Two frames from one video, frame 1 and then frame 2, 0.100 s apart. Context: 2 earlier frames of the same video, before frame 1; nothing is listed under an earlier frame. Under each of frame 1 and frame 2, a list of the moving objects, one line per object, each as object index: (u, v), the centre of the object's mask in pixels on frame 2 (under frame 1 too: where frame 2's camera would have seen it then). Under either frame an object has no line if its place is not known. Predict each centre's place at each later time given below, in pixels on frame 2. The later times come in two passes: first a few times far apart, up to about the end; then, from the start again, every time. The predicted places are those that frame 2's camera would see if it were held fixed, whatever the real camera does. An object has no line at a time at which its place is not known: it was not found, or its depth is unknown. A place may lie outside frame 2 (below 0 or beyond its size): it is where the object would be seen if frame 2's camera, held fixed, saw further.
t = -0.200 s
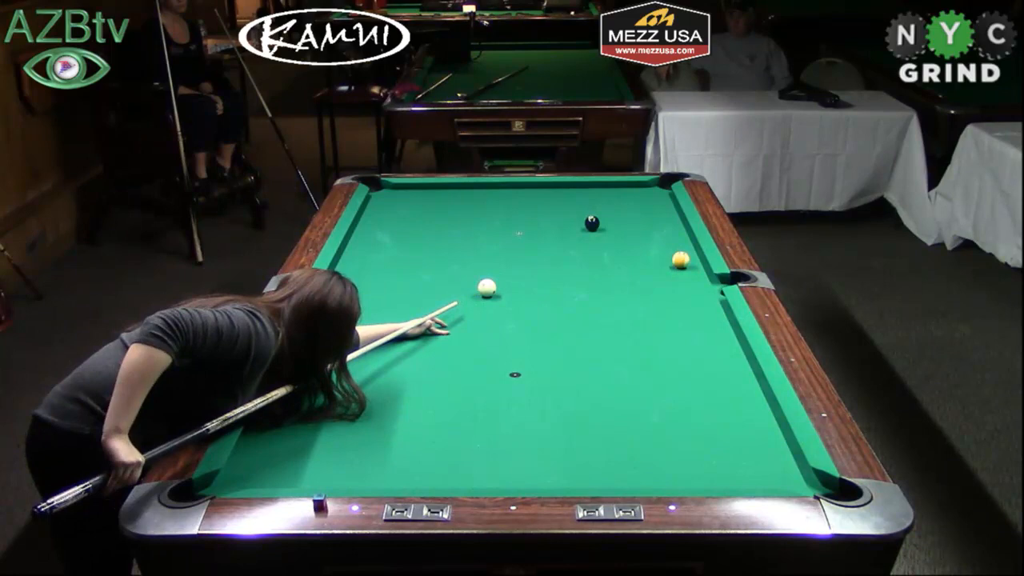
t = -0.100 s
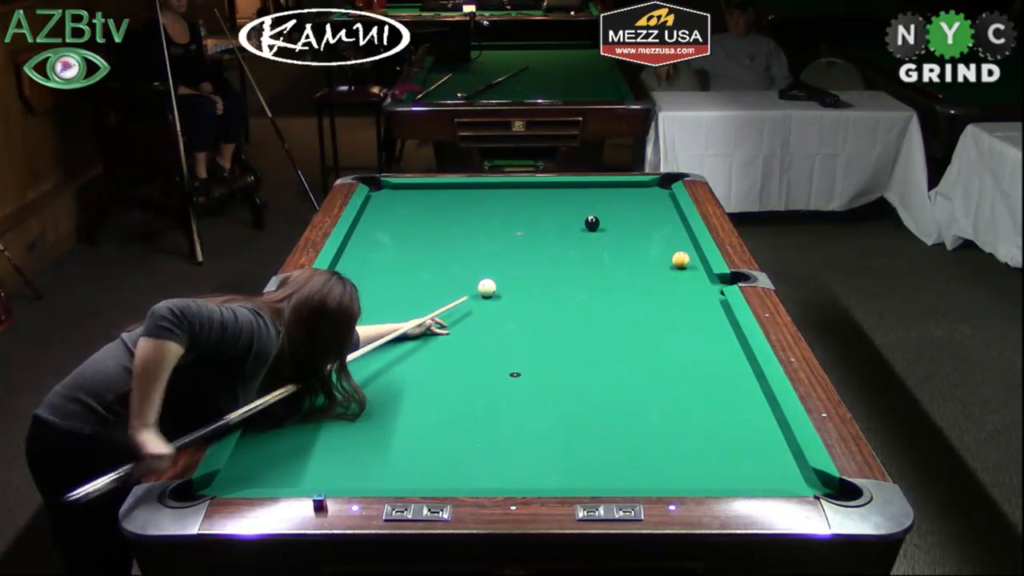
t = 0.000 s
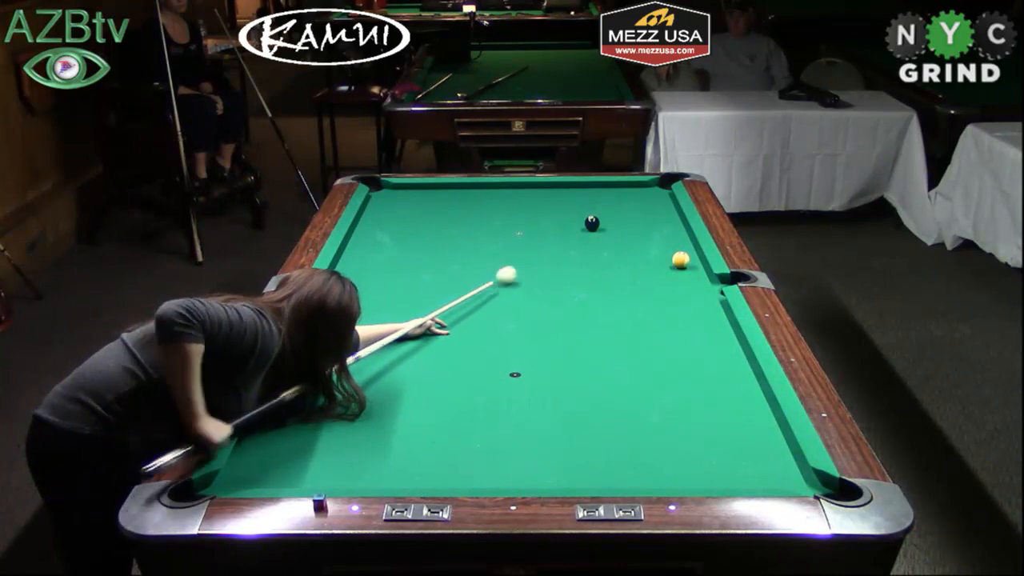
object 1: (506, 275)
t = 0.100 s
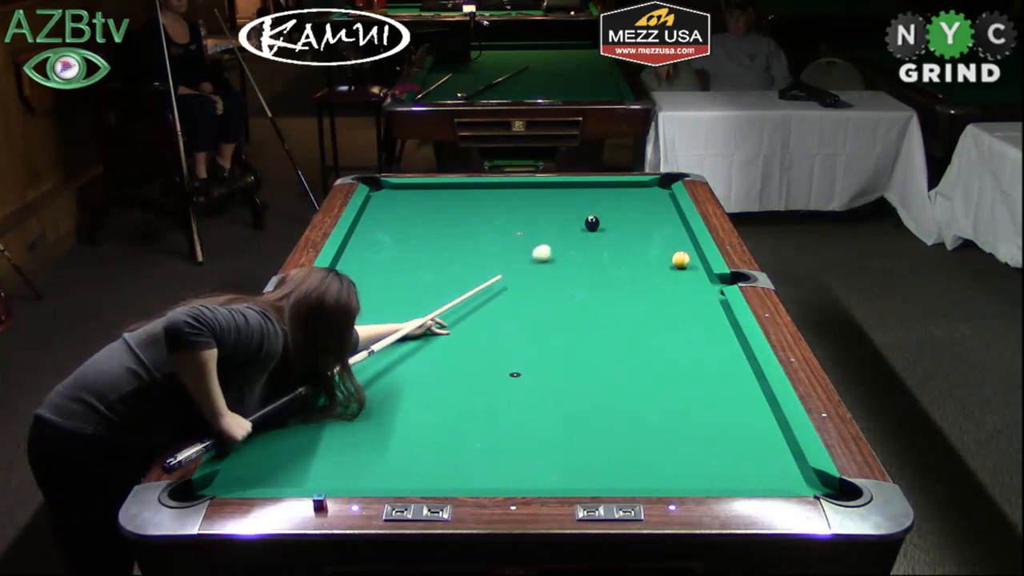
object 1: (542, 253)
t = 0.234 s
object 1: (580, 229)
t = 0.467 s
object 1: (582, 221)
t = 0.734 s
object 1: (589, 209)
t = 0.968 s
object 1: (596, 200)
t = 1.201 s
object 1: (601, 192)
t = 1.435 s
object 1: (607, 184)
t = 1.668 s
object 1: (612, 188)
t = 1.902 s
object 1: (617, 192)
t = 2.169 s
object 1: (622, 196)
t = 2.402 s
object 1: (626, 200)
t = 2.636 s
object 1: (630, 203)
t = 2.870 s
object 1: (633, 207)
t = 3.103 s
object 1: (636, 210)
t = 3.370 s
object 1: (639, 213)
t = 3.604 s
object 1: (642, 215)
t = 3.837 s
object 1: (644, 218)
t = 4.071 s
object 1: (646, 220)
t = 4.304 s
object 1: (648, 222)
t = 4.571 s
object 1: (650, 224)
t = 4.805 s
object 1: (650, 225)
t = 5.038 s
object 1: (652, 226)
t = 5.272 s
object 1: (653, 227)
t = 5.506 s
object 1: (653, 228)
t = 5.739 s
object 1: (653, 228)
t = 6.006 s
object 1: (653, 228)
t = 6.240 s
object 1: (653, 228)
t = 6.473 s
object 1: (653, 228)
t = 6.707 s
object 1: (653, 228)
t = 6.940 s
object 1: (653, 228)
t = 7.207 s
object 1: (653, 228)
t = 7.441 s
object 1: (653, 228)
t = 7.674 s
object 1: (653, 228)
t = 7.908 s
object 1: (653, 228)
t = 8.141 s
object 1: (653, 228)
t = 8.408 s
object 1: (653, 228)
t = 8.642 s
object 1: (653, 228)
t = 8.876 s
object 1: (653, 228)
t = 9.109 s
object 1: (653, 228)
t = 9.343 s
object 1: (653, 228)
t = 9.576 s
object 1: (653, 228)
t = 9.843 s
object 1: (653, 228)
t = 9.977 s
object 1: (653, 228)
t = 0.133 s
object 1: (552, 247)
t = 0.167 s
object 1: (562, 241)
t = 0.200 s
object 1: (571, 235)
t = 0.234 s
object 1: (580, 229)
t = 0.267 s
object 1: (584, 227)
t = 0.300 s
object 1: (582, 226)
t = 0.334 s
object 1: (581, 226)
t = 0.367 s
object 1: (581, 225)
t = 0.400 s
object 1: (581, 224)
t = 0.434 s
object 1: (581, 223)
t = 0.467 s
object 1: (582, 221)
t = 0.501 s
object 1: (582, 220)
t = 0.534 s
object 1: (583, 218)
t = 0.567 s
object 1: (584, 217)
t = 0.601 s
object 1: (586, 215)
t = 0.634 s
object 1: (586, 214)
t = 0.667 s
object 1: (587, 212)
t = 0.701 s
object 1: (588, 211)
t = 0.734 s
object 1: (589, 209)
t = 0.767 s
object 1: (590, 208)
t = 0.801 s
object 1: (591, 207)
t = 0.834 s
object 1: (592, 205)
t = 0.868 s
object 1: (593, 204)
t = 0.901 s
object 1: (594, 203)
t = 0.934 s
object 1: (595, 201)
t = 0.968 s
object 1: (596, 200)
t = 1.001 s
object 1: (597, 199)
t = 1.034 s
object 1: (597, 198)
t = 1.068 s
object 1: (598, 196)
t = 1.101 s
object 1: (599, 195)
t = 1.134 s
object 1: (600, 194)
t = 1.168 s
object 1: (601, 193)
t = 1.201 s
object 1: (601, 192)
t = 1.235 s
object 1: (602, 190)
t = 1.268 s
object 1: (603, 189)
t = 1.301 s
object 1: (604, 188)
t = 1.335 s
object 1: (604, 187)
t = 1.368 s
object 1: (605, 186)
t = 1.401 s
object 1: (606, 184)
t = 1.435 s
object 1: (607, 184)
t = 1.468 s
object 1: (608, 185)
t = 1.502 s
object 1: (608, 185)
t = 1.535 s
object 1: (609, 186)
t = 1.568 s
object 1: (610, 187)
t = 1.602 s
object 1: (610, 187)
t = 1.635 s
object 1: (611, 188)
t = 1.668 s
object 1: (612, 188)
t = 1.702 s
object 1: (613, 189)
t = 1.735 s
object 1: (613, 189)
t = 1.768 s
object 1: (614, 190)
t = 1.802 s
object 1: (615, 190)
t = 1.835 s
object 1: (615, 191)
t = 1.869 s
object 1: (616, 191)
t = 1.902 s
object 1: (617, 192)
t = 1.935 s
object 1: (618, 193)
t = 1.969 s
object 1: (618, 193)
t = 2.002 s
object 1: (619, 194)
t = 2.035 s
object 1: (619, 194)
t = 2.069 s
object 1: (620, 195)
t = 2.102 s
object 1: (621, 195)
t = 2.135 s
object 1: (621, 196)
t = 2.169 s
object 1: (622, 196)
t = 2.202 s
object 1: (623, 197)
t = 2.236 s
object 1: (623, 197)
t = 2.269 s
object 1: (624, 198)
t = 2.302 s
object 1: (625, 199)
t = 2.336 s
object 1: (625, 199)
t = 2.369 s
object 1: (626, 199)
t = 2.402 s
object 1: (626, 200)
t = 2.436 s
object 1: (627, 200)
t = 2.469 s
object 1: (628, 201)
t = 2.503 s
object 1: (628, 202)
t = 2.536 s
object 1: (629, 202)
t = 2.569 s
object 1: (629, 202)
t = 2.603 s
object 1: (630, 203)
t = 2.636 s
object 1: (630, 203)
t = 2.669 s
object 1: (631, 204)
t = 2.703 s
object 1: (631, 204)
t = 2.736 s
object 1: (632, 205)
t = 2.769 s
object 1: (632, 205)
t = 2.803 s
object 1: (632, 206)
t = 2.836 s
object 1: (633, 206)
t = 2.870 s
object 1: (633, 207)
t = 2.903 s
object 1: (634, 207)
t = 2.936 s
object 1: (634, 208)
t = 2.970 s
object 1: (635, 208)
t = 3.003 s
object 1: (635, 208)
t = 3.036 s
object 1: (636, 209)
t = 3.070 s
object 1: (636, 209)
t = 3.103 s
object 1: (636, 210)
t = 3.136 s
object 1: (637, 210)
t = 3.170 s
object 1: (637, 211)
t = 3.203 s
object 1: (637, 211)
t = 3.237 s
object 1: (638, 212)
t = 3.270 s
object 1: (638, 212)
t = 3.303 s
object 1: (638, 212)
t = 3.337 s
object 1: (639, 213)
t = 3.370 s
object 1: (639, 213)
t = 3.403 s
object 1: (640, 213)
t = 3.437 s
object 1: (640, 214)
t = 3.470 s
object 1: (640, 214)
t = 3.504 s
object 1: (641, 214)
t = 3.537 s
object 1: (641, 215)
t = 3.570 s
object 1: (642, 215)
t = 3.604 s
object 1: (642, 215)
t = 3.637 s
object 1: (642, 216)
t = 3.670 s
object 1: (643, 216)
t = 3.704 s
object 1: (643, 216)
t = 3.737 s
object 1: (643, 217)
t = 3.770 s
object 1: (644, 217)
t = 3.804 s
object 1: (644, 217)
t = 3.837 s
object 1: (644, 218)
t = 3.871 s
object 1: (645, 218)
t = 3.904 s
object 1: (645, 218)
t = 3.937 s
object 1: (645, 219)
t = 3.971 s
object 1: (646, 219)
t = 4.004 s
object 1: (646, 219)
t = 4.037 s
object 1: (646, 220)
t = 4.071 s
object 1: (646, 220)
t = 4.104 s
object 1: (647, 220)
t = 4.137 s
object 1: (647, 221)
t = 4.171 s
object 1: (647, 221)
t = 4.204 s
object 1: (648, 221)
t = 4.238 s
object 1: (648, 221)
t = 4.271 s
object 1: (648, 222)
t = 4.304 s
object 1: (648, 222)
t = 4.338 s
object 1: (648, 222)
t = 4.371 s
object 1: (649, 222)
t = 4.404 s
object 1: (649, 223)
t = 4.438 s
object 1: (649, 223)
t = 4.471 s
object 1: (649, 223)
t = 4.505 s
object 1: (649, 223)
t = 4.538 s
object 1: (649, 224)
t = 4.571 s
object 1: (650, 224)
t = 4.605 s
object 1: (650, 224)
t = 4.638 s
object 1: (650, 224)
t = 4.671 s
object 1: (650, 224)
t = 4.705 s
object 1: (650, 225)
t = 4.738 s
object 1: (650, 225)
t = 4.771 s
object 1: (650, 225)
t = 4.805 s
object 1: (650, 225)
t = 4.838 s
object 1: (651, 225)
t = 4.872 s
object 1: (651, 226)
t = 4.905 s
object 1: (651, 226)
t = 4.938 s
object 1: (651, 226)
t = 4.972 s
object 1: (651, 226)
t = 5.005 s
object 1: (652, 226)
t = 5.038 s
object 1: (652, 226)
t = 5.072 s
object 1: (652, 226)
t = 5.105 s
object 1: (652, 227)
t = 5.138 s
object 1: (652, 227)
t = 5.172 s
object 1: (652, 227)
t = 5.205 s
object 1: (653, 227)
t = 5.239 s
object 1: (653, 227)
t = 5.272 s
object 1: (653, 227)
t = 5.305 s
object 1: (653, 227)
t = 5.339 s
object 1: (653, 227)
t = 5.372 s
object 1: (653, 227)
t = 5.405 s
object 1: (653, 228)
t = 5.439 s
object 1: (653, 228)
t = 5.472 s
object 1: (653, 228)
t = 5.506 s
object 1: (653, 228)
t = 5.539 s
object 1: (653, 228)
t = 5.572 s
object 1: (653, 228)
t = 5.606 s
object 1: (653, 228)
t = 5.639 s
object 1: (653, 228)
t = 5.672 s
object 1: (653, 228)
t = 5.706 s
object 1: (653, 228)
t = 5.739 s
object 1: (653, 228)
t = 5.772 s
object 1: (653, 228)
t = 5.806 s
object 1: (653, 228)
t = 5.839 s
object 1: (653, 228)
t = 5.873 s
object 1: (653, 228)
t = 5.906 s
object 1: (653, 228)
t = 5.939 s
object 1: (653, 228)
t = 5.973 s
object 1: (653, 228)
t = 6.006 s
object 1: (653, 228)
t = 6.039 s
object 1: (653, 228)
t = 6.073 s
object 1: (653, 228)
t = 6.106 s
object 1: (653, 228)
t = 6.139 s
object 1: (653, 228)
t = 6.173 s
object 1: (653, 228)
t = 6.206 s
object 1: (653, 228)
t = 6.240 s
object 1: (653, 228)
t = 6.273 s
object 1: (653, 228)
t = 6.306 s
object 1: (653, 228)
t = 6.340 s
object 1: (653, 228)
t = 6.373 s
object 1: (653, 228)
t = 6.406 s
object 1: (653, 228)
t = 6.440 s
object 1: (653, 228)
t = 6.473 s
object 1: (653, 228)
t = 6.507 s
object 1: (653, 228)
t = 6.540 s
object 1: (653, 228)
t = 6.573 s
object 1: (653, 228)
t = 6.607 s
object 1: (653, 228)
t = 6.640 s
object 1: (653, 228)
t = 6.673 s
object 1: (653, 228)
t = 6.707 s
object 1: (653, 228)
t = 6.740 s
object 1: (653, 228)
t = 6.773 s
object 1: (653, 228)
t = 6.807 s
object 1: (653, 228)
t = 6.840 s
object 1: (653, 228)
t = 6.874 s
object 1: (653, 228)
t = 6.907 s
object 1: (653, 228)
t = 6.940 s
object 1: (653, 228)
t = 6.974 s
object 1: (653, 228)
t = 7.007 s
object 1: (653, 228)
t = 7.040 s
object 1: (653, 228)
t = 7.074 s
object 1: (653, 228)
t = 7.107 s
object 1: (653, 228)
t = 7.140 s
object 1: (653, 228)
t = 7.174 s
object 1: (653, 228)
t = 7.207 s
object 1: (653, 228)
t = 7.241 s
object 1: (653, 228)
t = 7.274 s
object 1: (653, 228)
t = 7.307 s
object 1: (653, 228)
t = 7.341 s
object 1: (653, 228)
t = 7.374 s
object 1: (653, 228)
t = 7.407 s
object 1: (653, 228)
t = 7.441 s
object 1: (653, 228)
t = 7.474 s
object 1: (653, 228)
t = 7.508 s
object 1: (653, 228)
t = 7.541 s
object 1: (653, 228)
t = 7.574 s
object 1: (653, 228)
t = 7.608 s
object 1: (653, 228)
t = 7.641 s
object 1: (653, 228)
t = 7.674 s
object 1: (653, 228)
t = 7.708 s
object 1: (653, 228)
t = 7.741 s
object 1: (653, 228)
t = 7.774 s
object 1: (653, 228)
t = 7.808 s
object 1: (653, 228)
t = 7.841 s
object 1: (653, 228)
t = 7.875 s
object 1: (653, 228)
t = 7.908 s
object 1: (653, 228)
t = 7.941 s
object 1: (653, 228)
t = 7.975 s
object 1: (653, 228)
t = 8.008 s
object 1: (653, 228)
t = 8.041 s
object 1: (653, 228)
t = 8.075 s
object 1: (653, 228)
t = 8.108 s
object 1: (653, 228)
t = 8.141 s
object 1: (653, 228)
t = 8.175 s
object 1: (653, 228)
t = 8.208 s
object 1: (653, 228)
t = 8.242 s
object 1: (653, 228)
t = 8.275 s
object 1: (653, 228)
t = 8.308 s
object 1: (653, 228)
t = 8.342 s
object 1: (653, 228)
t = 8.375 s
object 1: (653, 228)
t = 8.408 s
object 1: (653, 228)
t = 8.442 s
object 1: (653, 228)
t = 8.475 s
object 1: (653, 228)
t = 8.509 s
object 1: (653, 228)
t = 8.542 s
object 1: (653, 228)
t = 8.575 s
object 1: (653, 228)
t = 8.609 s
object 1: (653, 228)
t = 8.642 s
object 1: (653, 228)
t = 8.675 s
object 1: (653, 228)
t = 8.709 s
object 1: (653, 228)
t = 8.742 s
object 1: (653, 228)
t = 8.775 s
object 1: (653, 228)
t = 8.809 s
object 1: (653, 228)
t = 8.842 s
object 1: (653, 228)
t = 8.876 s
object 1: (653, 228)
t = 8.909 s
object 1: (653, 228)
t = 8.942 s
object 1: (653, 228)
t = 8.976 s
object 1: (653, 228)
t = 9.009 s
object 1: (653, 228)
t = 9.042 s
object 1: (653, 228)
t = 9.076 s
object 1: (653, 228)
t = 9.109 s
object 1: (653, 228)
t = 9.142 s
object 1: (653, 228)
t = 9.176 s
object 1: (653, 228)
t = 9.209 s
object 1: (653, 228)
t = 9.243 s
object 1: (653, 228)
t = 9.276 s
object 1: (653, 228)
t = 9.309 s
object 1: (653, 228)
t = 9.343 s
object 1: (653, 228)
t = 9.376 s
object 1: (653, 228)
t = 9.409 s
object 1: (653, 228)
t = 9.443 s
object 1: (653, 228)
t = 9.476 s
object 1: (653, 228)
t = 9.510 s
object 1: (653, 228)
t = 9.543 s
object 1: (653, 228)
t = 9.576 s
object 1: (653, 228)
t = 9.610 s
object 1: (653, 228)
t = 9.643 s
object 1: (653, 228)
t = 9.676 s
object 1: (653, 228)
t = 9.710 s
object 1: (653, 228)
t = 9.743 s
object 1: (653, 228)
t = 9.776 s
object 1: (653, 228)
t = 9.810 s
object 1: (653, 228)
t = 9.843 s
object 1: (653, 228)
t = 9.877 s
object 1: (653, 228)
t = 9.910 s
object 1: (653, 228)
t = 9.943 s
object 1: (653, 228)
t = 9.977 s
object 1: (653, 228)
